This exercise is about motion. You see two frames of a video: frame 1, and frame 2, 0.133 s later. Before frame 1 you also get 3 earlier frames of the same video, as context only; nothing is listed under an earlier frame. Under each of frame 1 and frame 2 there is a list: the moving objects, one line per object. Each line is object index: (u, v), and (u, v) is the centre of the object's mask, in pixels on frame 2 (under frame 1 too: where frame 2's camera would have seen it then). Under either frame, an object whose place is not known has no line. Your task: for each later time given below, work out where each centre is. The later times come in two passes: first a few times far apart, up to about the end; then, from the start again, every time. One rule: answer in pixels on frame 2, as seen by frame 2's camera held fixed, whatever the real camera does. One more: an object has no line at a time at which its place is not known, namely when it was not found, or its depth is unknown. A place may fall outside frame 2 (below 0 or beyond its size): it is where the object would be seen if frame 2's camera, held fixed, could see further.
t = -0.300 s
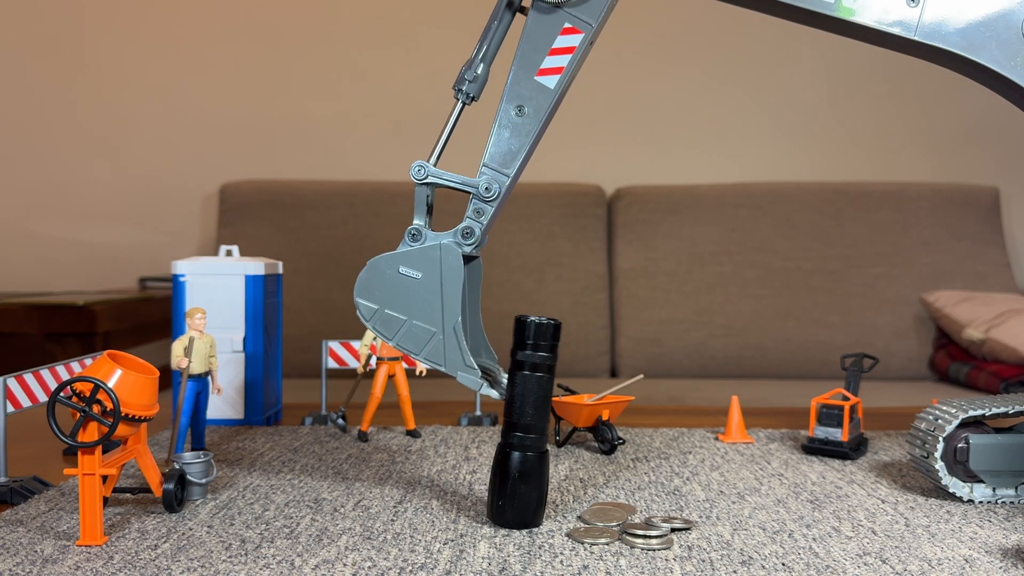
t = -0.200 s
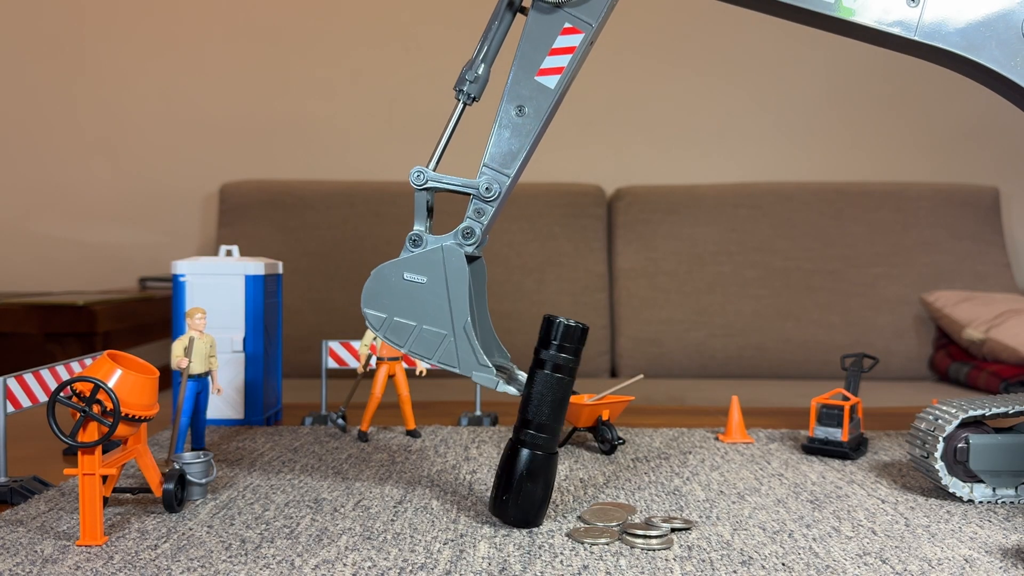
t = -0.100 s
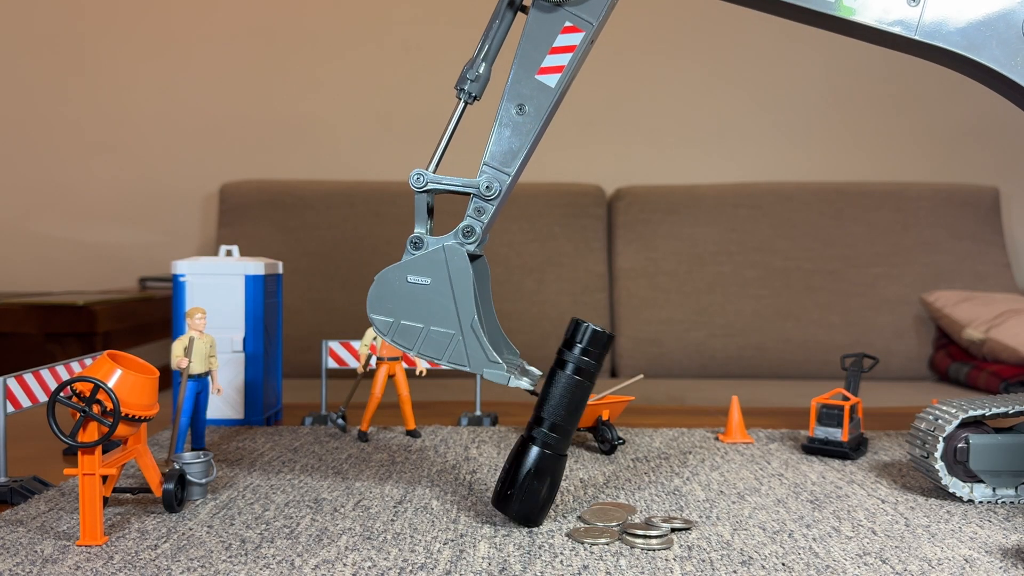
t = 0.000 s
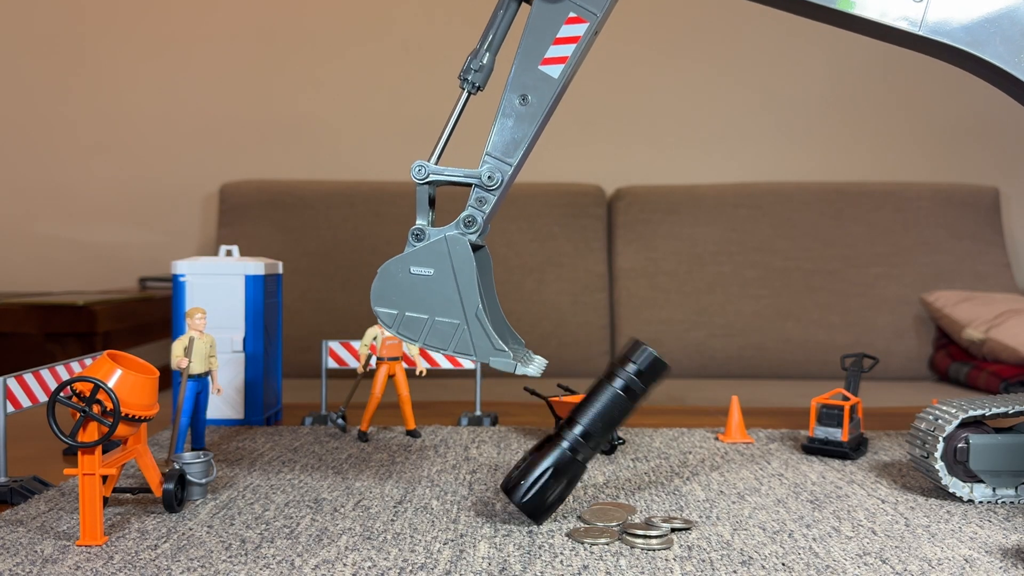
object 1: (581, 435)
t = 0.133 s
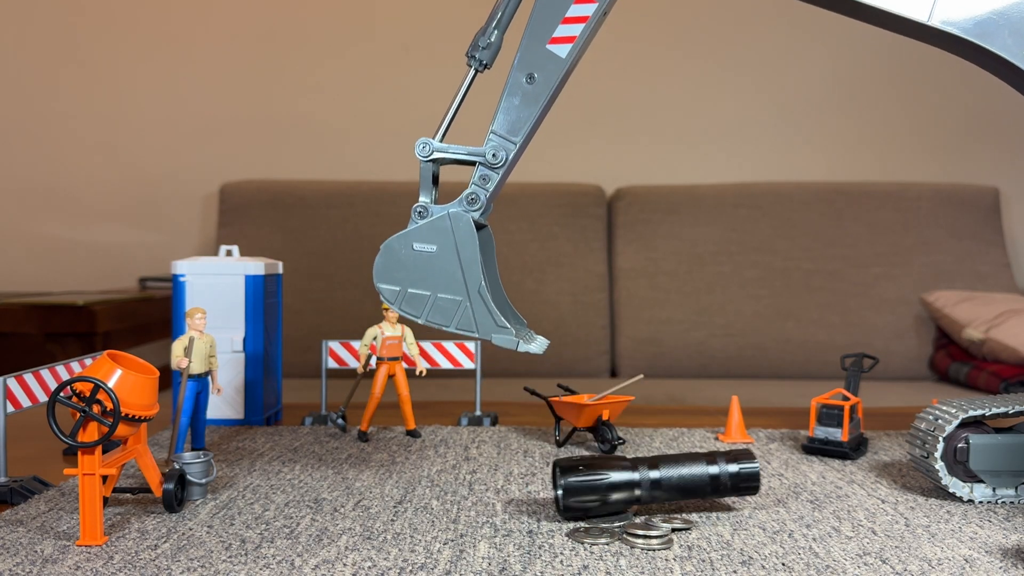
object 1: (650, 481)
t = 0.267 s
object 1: (666, 489)
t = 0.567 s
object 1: (670, 494)
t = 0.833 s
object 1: (670, 494)
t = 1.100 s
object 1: (670, 494)
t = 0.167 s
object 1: (657, 483)
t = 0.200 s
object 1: (665, 488)
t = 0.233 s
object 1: (666, 489)
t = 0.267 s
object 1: (666, 489)
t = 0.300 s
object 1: (667, 490)
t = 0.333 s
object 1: (668, 491)
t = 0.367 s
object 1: (668, 491)
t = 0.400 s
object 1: (669, 492)
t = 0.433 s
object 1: (670, 493)
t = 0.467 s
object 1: (671, 494)
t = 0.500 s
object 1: (672, 494)
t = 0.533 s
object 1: (671, 494)
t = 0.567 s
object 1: (670, 494)
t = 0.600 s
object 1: (670, 493)
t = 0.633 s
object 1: (670, 493)
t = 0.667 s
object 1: (670, 493)
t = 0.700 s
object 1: (670, 494)
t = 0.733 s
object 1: (671, 494)
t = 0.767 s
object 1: (670, 494)
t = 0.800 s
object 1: (670, 494)
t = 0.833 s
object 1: (670, 494)
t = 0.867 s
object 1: (670, 494)
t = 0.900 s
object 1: (670, 494)
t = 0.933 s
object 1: (670, 494)
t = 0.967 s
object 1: (670, 494)
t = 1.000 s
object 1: (670, 494)
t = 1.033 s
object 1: (670, 494)
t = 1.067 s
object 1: (670, 494)
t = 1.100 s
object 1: (670, 494)
